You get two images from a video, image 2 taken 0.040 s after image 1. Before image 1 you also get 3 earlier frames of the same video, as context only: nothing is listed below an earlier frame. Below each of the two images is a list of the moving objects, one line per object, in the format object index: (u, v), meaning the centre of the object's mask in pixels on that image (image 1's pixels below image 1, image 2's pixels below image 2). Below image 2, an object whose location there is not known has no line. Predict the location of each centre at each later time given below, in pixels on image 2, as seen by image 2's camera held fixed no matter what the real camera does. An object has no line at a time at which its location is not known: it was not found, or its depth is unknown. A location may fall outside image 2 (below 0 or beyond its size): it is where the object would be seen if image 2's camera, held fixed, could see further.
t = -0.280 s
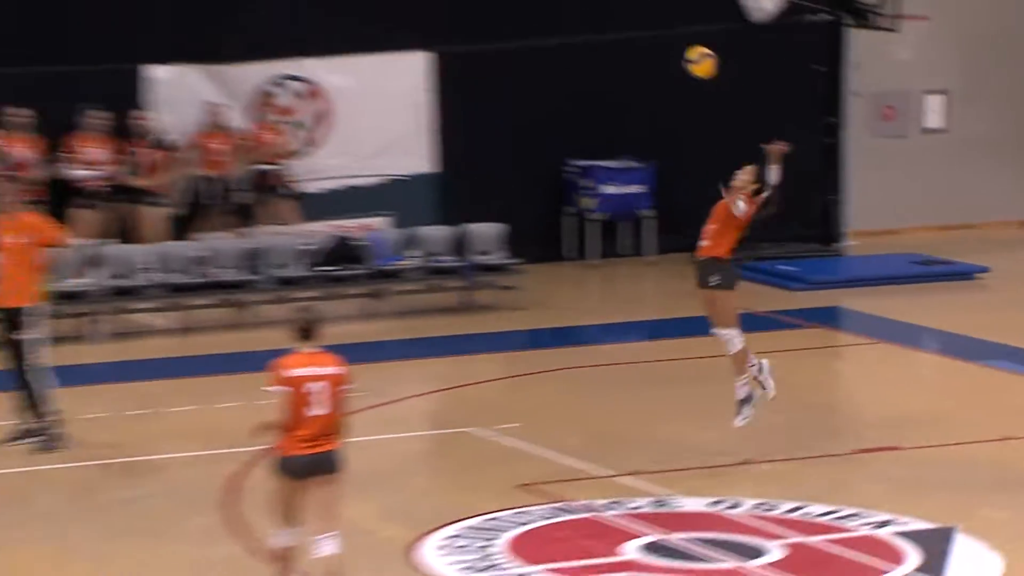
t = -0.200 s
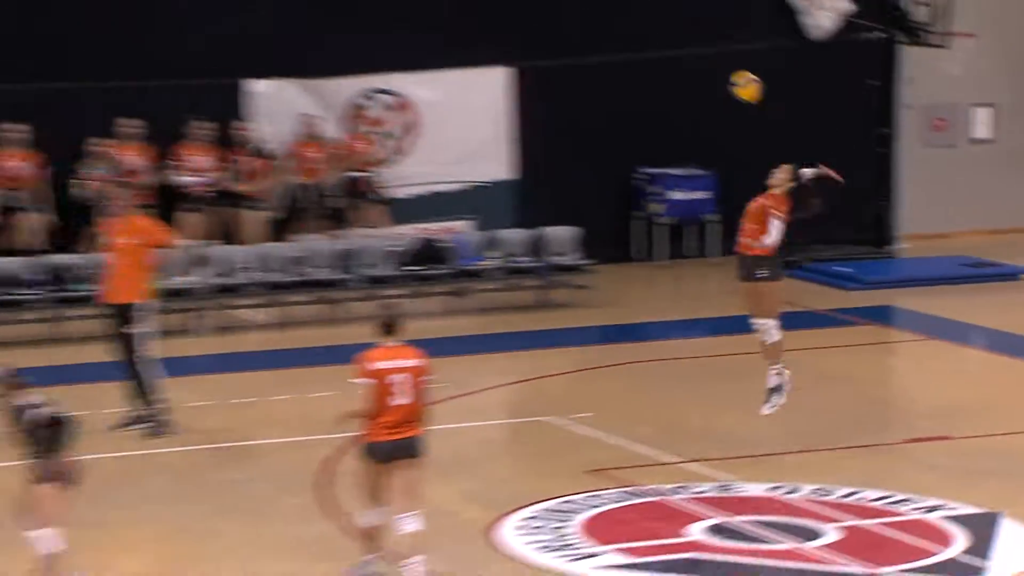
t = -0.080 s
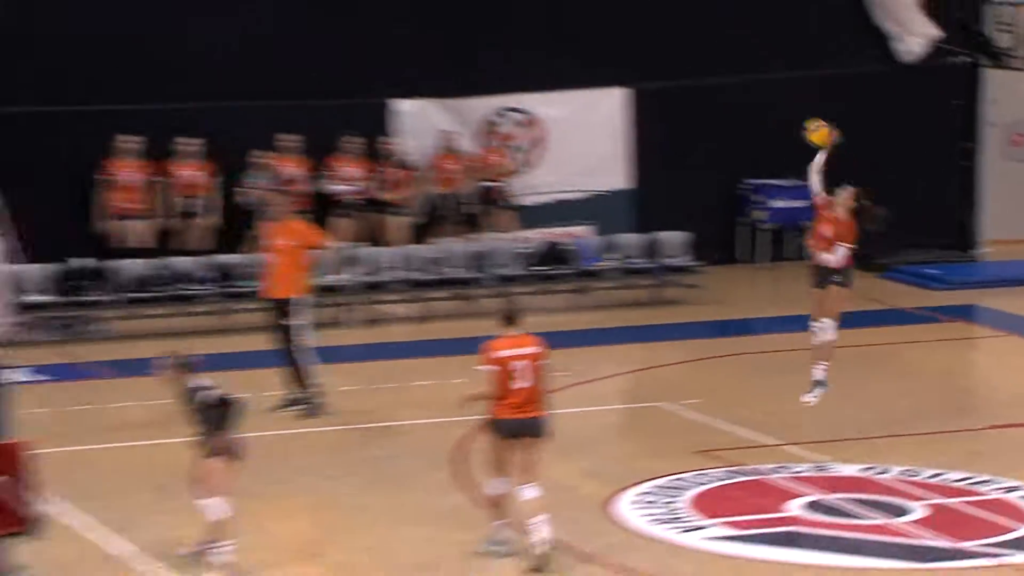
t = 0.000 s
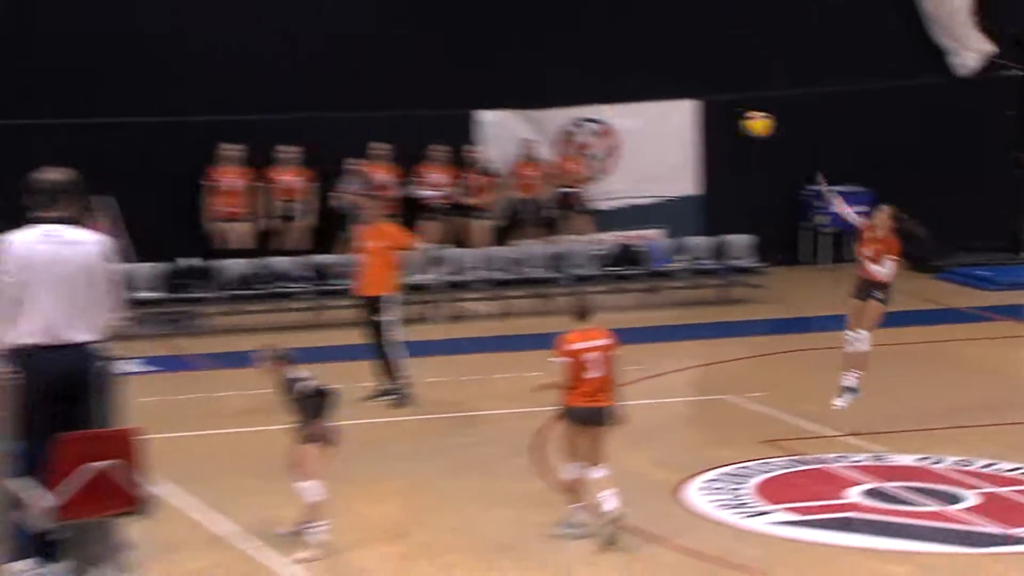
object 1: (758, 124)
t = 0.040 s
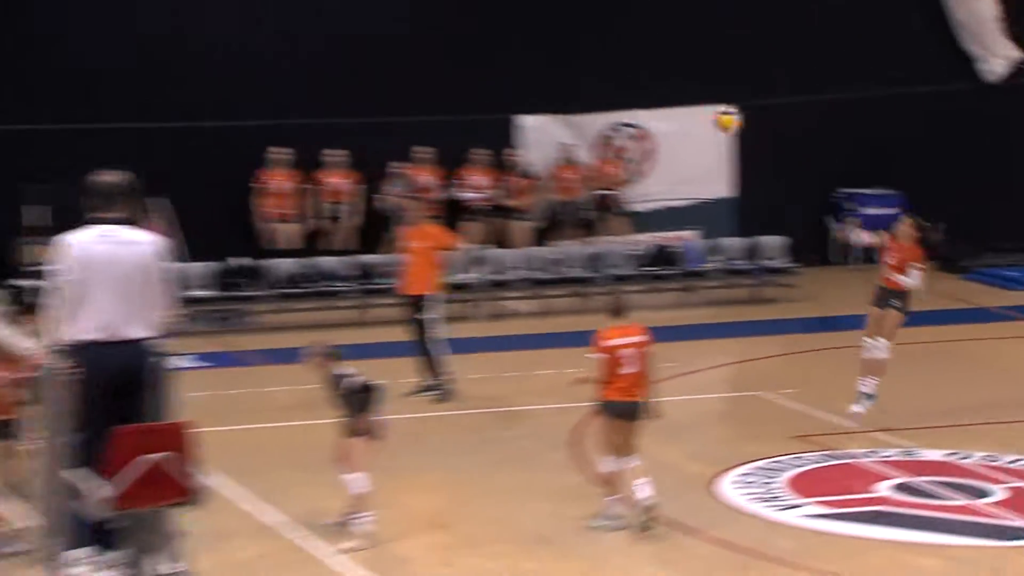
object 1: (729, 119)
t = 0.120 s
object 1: (594, 113)
